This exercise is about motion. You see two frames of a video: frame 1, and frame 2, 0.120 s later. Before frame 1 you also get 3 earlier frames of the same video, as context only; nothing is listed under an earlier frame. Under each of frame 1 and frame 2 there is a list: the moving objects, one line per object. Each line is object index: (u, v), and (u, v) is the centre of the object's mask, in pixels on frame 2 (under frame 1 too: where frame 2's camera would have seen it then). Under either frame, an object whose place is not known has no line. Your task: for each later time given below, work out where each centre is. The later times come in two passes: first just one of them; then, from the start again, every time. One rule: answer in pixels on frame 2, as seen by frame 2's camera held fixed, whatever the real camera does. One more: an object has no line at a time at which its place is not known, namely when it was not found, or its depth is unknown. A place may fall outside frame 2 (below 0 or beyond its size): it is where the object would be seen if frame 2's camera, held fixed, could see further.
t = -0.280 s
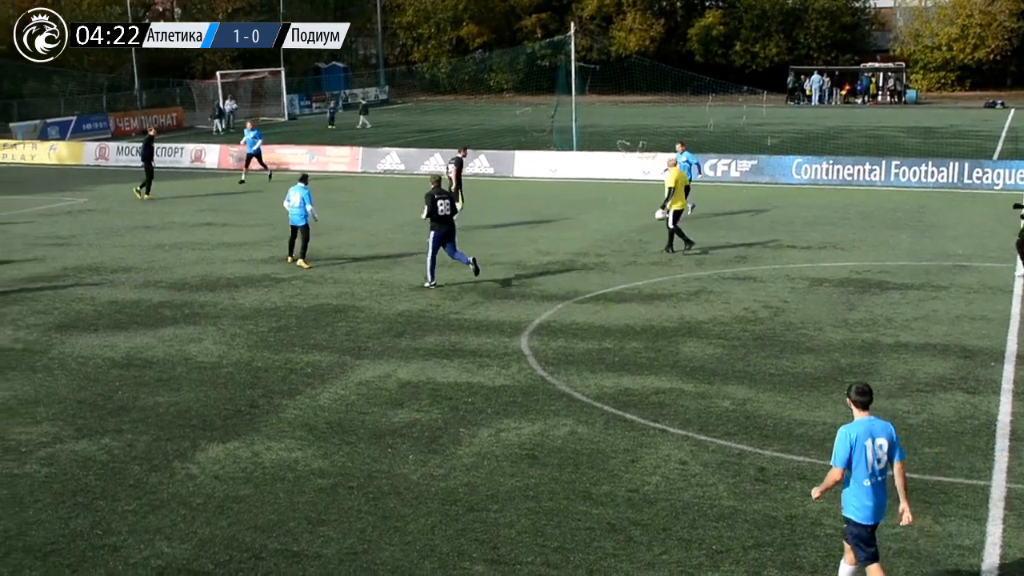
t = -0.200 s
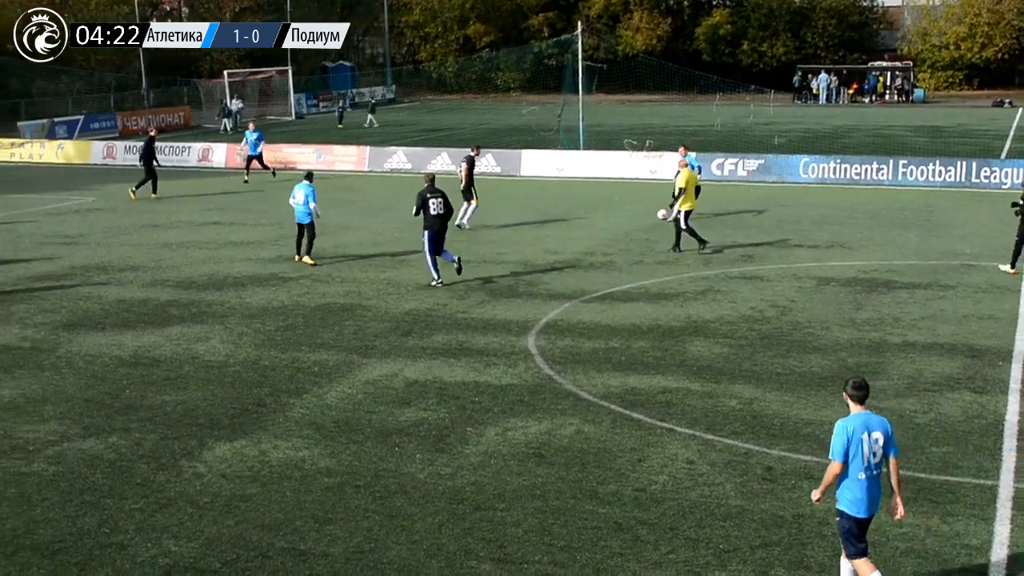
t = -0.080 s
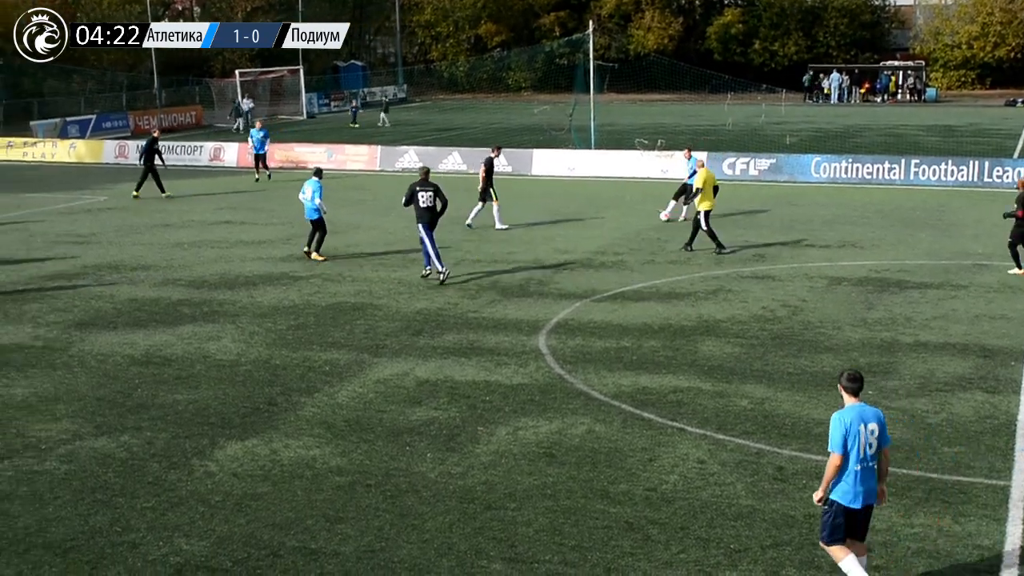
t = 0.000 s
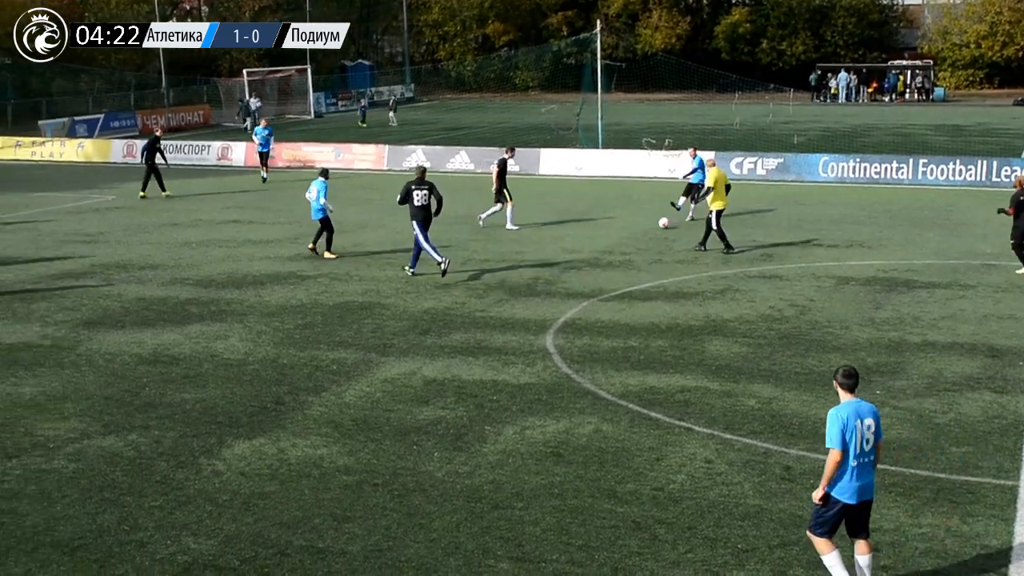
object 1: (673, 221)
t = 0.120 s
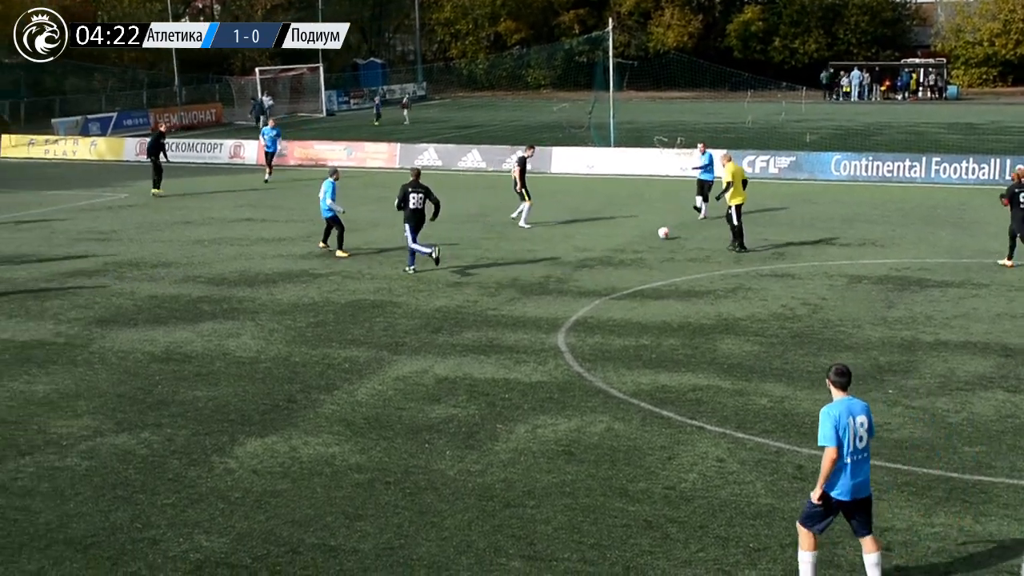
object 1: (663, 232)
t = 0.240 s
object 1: (652, 242)
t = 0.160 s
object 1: (660, 234)
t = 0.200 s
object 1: (655, 239)
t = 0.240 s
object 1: (652, 242)
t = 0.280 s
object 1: (648, 249)
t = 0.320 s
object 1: (645, 256)
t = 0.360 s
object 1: (640, 258)
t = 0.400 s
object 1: (637, 261)
